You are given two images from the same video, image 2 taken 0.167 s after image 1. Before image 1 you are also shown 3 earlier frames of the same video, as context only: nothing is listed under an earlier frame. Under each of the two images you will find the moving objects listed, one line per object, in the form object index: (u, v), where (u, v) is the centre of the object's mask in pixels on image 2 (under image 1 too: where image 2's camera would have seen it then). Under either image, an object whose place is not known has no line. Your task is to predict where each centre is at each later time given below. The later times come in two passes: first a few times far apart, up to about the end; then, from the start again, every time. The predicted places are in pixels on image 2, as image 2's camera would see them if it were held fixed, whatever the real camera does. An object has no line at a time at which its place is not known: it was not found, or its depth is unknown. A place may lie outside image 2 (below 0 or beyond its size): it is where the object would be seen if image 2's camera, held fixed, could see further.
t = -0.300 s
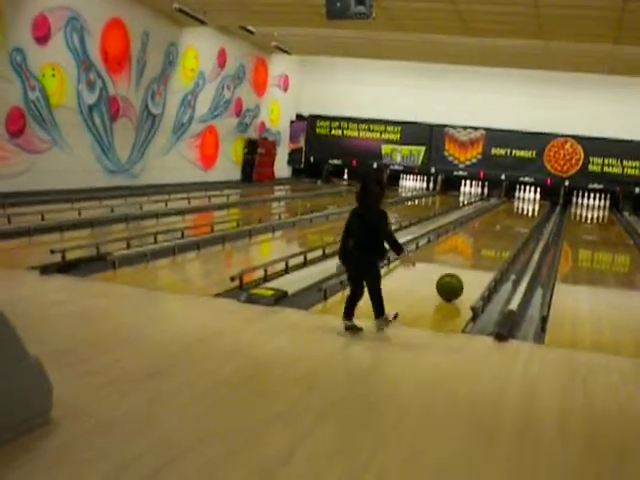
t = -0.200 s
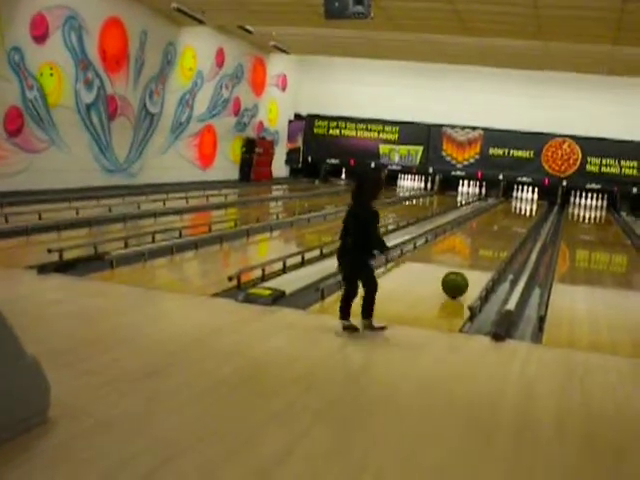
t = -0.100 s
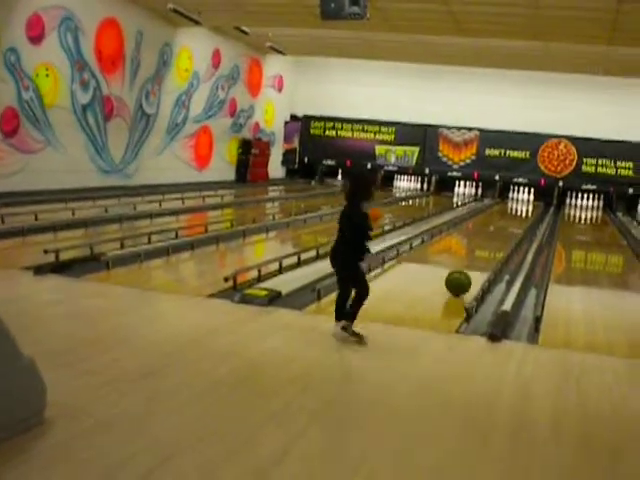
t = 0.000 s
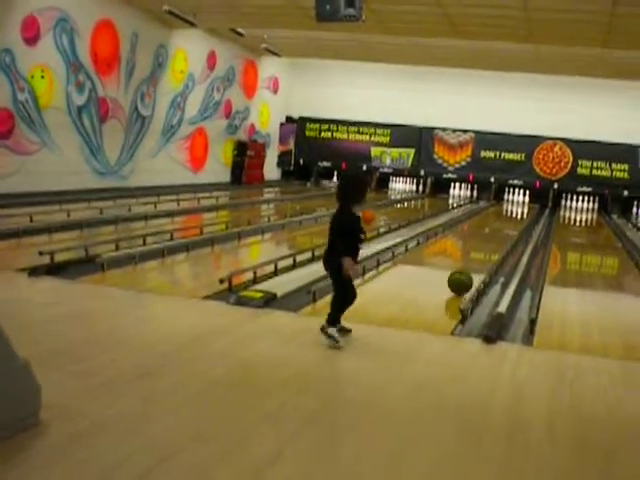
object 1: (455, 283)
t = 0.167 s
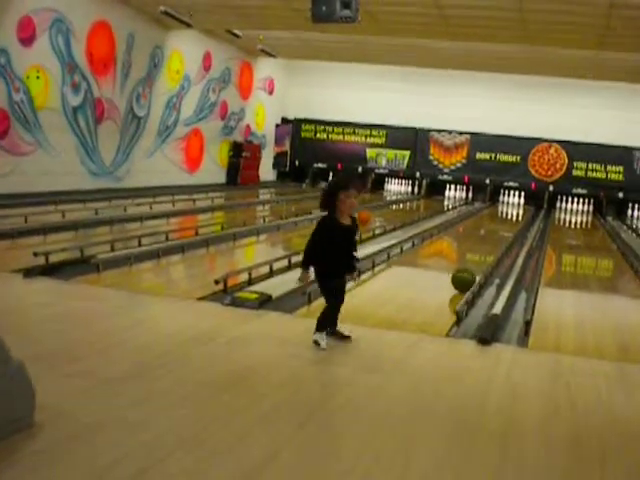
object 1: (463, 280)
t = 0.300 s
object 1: (462, 277)
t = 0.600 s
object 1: (462, 269)
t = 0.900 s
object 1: (464, 264)
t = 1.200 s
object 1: (468, 259)
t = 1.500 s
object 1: (472, 255)
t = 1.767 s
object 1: (474, 252)
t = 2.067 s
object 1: (477, 248)
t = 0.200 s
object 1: (463, 279)
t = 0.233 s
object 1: (462, 278)
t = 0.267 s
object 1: (462, 277)
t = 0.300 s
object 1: (462, 277)
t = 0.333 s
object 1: (461, 275)
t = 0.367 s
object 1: (461, 275)
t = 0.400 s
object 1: (461, 273)
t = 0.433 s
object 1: (462, 273)
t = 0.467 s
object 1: (462, 272)
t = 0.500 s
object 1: (462, 271)
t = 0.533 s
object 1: (462, 271)
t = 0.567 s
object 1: (462, 270)
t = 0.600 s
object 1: (462, 269)
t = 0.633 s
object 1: (462, 269)
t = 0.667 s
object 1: (462, 268)
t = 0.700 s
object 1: (463, 268)
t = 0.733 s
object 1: (463, 268)
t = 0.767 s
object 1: (463, 267)
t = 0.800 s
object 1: (464, 266)
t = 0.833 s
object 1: (464, 266)
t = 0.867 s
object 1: (465, 265)
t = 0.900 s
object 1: (464, 264)
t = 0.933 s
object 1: (465, 264)
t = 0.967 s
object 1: (466, 262)
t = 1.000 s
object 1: (466, 262)
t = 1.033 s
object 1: (466, 262)
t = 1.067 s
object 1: (466, 262)
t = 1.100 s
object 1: (466, 261)
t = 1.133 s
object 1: (467, 261)
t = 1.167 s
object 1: (467, 260)
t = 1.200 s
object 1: (468, 259)
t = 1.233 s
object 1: (468, 259)
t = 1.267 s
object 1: (468, 259)
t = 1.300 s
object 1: (468, 259)
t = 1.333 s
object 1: (468, 258)
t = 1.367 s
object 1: (469, 257)
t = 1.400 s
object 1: (471, 256)
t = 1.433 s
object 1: (471, 256)
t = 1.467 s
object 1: (471, 256)
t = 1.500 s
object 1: (472, 255)
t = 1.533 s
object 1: (472, 254)
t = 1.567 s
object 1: (472, 254)
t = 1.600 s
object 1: (472, 254)
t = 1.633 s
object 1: (473, 253)
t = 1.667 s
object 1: (473, 253)
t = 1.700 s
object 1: (473, 253)
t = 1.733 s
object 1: (473, 253)
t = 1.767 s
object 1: (474, 252)
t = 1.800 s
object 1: (474, 253)
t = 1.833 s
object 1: (474, 252)
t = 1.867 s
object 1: (474, 252)
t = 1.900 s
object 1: (474, 252)
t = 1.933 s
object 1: (475, 251)
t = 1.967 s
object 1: (475, 251)
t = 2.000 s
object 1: (475, 251)
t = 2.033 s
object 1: (476, 249)
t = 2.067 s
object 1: (477, 248)
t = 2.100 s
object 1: (477, 248)
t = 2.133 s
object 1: (477, 248)
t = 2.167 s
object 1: (480, 249)
